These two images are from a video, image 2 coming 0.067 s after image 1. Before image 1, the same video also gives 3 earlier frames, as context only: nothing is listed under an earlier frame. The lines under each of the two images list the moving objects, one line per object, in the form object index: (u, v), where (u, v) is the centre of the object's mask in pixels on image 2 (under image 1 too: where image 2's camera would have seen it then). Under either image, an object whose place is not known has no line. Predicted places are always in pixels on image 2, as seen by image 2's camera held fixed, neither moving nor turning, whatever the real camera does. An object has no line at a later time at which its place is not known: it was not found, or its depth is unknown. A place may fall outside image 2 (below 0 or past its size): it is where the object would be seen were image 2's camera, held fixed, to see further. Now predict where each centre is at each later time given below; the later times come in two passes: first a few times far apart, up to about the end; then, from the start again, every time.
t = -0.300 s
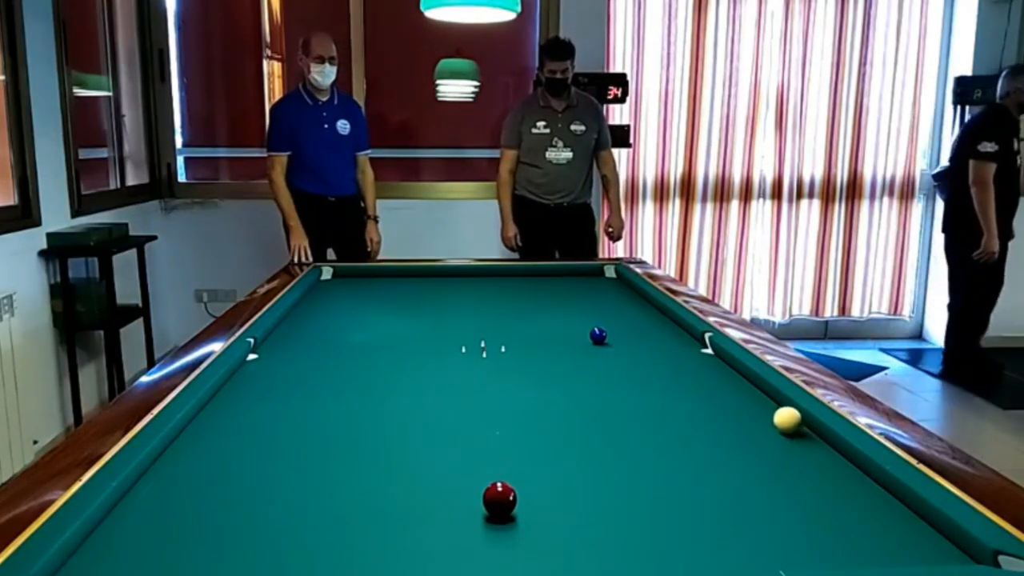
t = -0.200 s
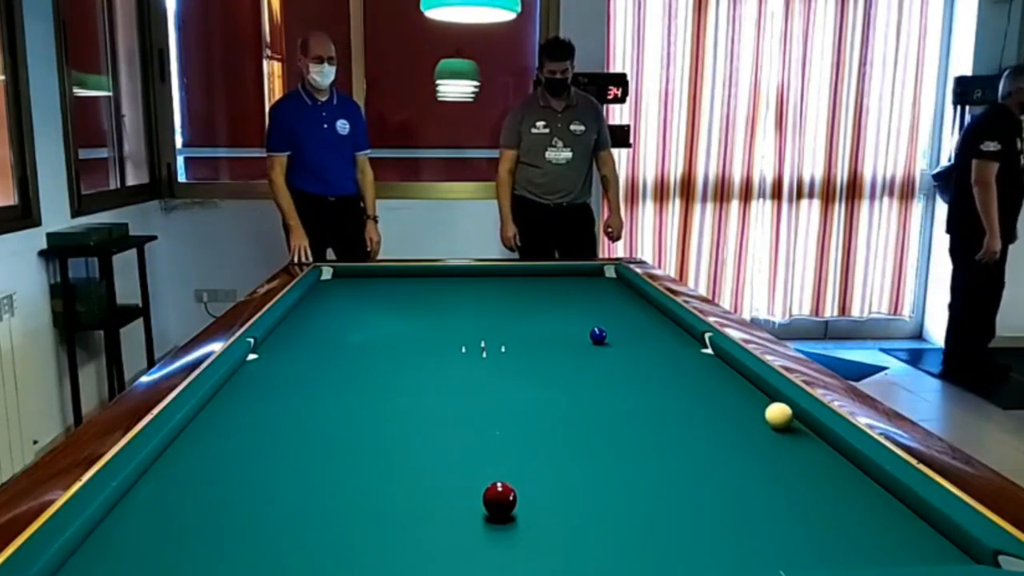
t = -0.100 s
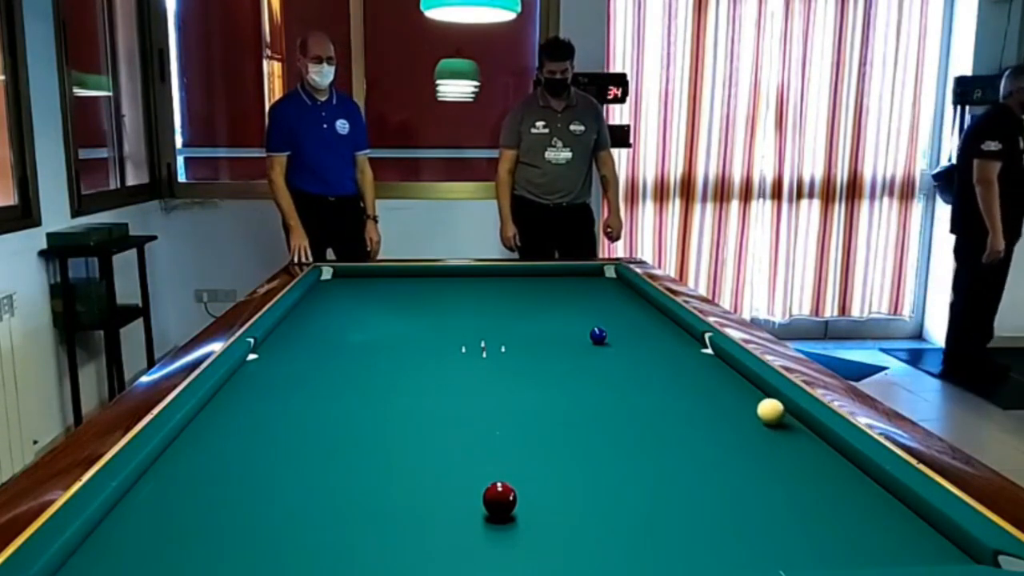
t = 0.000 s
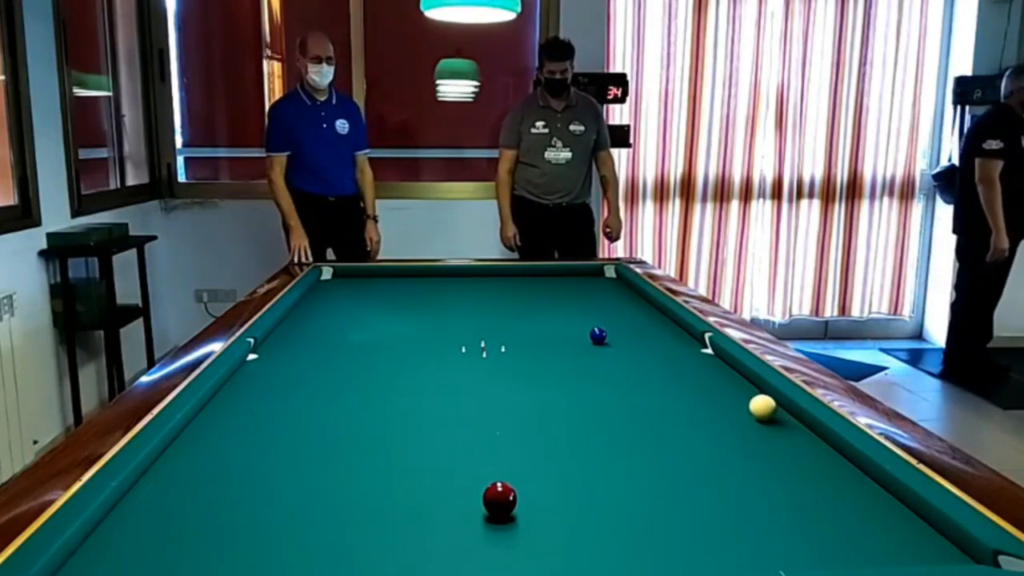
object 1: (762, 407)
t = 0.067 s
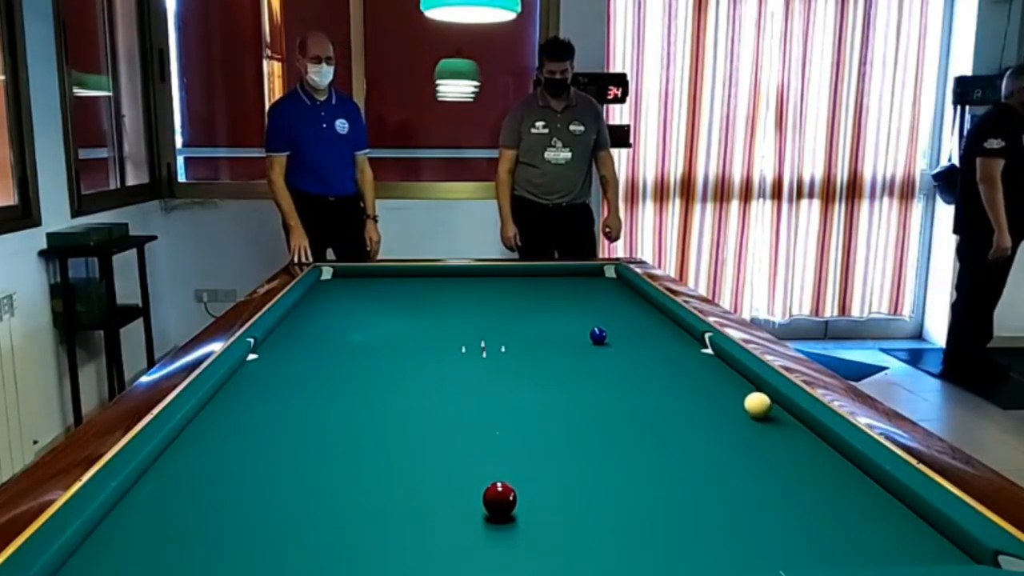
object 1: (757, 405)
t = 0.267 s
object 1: (742, 397)
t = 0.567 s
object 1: (723, 387)
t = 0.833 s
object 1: (707, 379)
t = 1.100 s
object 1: (693, 372)
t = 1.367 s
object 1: (681, 366)
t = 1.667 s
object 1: (669, 359)
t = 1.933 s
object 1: (658, 354)
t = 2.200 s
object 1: (649, 350)
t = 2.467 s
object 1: (640, 346)
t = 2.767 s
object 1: (631, 342)
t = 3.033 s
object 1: (625, 339)
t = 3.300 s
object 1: (618, 336)
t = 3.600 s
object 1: (613, 332)
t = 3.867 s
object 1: (610, 330)
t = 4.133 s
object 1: (608, 328)
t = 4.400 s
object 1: (605, 326)
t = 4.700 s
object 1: (603, 324)
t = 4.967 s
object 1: (600, 322)
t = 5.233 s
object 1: (599, 321)
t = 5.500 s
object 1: (597, 320)
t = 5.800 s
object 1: (596, 320)
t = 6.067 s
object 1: (595, 319)
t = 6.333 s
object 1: (595, 319)
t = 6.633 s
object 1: (595, 319)
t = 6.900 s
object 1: (595, 319)
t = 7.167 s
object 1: (594, 319)
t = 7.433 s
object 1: (594, 319)
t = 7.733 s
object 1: (594, 319)
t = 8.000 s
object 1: (594, 319)
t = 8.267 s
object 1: (594, 319)
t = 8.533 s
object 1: (594, 319)
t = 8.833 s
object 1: (594, 319)
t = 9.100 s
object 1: (594, 319)
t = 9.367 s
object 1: (594, 319)
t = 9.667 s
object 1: (594, 319)
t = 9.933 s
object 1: (594, 319)
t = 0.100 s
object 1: (754, 403)
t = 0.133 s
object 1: (752, 402)
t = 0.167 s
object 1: (750, 401)
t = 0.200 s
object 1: (747, 399)
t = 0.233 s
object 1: (744, 398)
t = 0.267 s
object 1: (742, 397)
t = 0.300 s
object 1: (740, 396)
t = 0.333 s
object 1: (738, 395)
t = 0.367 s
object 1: (736, 394)
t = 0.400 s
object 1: (733, 392)
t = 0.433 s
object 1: (731, 391)
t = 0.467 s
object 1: (729, 390)
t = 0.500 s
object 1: (727, 389)
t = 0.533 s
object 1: (725, 388)
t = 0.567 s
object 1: (723, 387)
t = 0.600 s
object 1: (721, 386)
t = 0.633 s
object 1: (719, 385)
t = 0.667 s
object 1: (717, 384)
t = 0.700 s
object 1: (715, 383)
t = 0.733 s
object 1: (713, 382)
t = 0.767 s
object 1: (711, 381)
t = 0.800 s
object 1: (709, 380)
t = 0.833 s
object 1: (707, 379)
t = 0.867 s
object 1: (706, 378)
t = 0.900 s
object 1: (704, 377)
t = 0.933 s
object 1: (702, 376)
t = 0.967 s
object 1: (700, 376)
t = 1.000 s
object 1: (698, 375)
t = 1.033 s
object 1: (697, 374)
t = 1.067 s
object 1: (695, 373)
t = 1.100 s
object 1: (693, 372)
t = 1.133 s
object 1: (692, 371)
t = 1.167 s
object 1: (690, 370)
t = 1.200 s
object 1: (689, 370)
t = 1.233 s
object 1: (687, 369)
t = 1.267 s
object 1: (686, 368)
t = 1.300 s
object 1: (684, 367)
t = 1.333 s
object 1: (683, 366)
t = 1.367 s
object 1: (681, 366)
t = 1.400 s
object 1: (680, 365)
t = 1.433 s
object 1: (678, 364)
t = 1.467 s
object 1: (677, 364)
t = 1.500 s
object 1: (675, 363)
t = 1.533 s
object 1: (674, 362)
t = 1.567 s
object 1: (673, 361)
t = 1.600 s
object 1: (671, 361)
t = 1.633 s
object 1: (670, 360)
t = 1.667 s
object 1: (669, 359)
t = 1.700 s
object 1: (667, 358)
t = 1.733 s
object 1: (666, 358)
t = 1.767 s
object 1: (665, 358)
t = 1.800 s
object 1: (663, 357)
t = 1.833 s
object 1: (662, 356)
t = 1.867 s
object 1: (661, 355)
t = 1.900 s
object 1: (659, 355)
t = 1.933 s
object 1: (658, 354)
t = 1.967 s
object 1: (657, 354)
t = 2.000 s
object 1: (656, 353)
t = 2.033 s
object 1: (655, 353)
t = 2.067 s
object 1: (653, 352)
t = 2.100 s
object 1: (652, 352)
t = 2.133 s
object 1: (651, 351)
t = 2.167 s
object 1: (650, 351)
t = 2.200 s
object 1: (649, 350)
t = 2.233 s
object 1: (648, 350)
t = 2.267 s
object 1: (647, 349)
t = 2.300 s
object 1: (645, 348)
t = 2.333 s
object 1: (644, 348)
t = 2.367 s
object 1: (643, 347)
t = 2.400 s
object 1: (642, 347)
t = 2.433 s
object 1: (641, 346)
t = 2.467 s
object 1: (640, 346)
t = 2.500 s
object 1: (639, 345)
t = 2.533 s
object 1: (638, 345)
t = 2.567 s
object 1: (637, 344)
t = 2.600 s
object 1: (636, 344)
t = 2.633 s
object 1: (635, 343)
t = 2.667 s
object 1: (634, 343)
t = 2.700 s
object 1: (634, 342)
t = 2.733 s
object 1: (633, 342)
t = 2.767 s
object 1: (631, 342)
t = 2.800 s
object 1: (631, 341)
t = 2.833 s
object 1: (630, 341)
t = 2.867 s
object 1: (629, 340)
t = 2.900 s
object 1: (628, 340)
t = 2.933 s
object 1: (627, 340)
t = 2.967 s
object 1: (626, 339)
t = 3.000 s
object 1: (626, 339)
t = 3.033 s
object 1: (625, 339)
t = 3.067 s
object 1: (624, 338)
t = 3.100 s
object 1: (623, 338)
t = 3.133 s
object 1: (622, 337)
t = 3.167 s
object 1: (621, 337)
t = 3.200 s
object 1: (621, 337)
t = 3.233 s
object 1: (620, 336)
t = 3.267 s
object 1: (619, 336)
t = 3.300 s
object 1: (618, 336)
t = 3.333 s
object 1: (618, 335)
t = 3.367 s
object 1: (617, 335)
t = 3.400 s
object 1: (616, 334)
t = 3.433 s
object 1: (616, 334)
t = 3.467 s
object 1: (615, 333)
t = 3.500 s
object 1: (615, 333)
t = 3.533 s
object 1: (614, 333)
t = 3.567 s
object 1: (614, 333)
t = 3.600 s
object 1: (613, 332)
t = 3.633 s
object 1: (613, 332)
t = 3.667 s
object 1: (612, 332)
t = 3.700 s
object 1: (612, 331)
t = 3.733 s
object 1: (612, 331)
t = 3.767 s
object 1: (611, 331)
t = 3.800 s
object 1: (611, 330)
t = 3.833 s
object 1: (611, 330)
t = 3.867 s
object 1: (610, 330)
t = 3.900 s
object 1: (610, 330)
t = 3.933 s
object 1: (610, 330)
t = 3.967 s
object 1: (609, 329)
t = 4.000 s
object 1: (609, 329)
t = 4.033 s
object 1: (609, 329)
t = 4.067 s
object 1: (608, 328)
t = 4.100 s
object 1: (608, 328)
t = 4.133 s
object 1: (608, 328)
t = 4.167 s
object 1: (607, 328)
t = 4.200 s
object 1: (607, 328)
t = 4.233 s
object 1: (607, 327)
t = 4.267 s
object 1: (607, 327)
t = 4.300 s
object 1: (606, 327)
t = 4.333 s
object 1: (606, 326)
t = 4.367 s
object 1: (606, 326)
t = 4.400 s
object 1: (605, 326)
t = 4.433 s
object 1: (605, 326)
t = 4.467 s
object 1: (605, 325)
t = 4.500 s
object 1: (605, 325)
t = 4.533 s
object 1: (604, 325)
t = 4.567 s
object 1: (604, 325)
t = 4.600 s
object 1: (604, 325)
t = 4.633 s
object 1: (603, 324)
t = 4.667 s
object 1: (603, 324)
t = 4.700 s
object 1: (603, 324)
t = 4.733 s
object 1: (603, 324)
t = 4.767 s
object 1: (602, 324)
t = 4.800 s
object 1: (602, 323)
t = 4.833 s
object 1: (602, 323)
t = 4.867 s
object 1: (601, 323)
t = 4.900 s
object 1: (601, 323)
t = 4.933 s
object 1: (601, 323)
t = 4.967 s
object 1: (600, 322)
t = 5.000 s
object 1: (600, 322)
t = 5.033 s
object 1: (600, 322)
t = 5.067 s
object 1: (600, 322)
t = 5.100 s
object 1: (600, 322)
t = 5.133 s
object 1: (599, 322)
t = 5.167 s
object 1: (599, 322)
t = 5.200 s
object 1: (599, 321)
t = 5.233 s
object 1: (599, 321)
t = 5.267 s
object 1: (598, 321)
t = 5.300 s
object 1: (598, 321)
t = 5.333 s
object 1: (598, 321)
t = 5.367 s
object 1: (598, 321)
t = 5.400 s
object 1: (597, 321)
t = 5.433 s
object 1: (597, 321)
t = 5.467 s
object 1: (597, 321)
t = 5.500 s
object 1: (597, 320)
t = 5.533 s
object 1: (597, 320)
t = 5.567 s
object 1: (597, 320)
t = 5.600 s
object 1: (596, 320)
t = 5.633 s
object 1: (596, 320)
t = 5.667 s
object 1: (596, 320)
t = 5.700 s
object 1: (596, 320)
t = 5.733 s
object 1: (596, 320)
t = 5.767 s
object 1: (596, 320)
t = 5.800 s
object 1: (596, 320)
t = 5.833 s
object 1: (595, 320)
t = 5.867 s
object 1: (595, 320)
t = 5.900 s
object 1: (595, 320)
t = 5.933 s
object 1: (595, 320)
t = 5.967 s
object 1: (595, 320)
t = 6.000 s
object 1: (595, 320)
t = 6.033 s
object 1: (595, 319)
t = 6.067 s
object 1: (595, 319)
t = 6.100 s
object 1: (595, 319)
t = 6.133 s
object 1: (595, 319)
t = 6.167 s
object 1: (595, 319)
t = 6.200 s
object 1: (595, 319)
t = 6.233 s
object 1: (595, 319)
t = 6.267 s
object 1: (595, 319)
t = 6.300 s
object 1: (595, 319)
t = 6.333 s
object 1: (595, 319)
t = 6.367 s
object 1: (595, 319)
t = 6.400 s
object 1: (595, 319)
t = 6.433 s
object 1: (595, 319)
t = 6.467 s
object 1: (595, 319)
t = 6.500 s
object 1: (595, 319)
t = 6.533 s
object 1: (595, 319)
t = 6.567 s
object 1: (595, 319)
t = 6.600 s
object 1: (595, 319)
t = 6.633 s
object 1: (595, 319)
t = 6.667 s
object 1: (595, 319)
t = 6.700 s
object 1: (595, 319)
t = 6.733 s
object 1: (595, 319)
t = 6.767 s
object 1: (595, 319)
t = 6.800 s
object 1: (595, 319)
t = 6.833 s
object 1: (595, 319)
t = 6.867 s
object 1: (595, 319)
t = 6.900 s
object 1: (595, 319)
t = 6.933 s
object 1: (595, 319)
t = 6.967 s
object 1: (594, 319)
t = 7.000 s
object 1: (594, 319)
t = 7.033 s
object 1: (594, 319)
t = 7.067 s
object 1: (594, 319)
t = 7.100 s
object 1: (594, 319)
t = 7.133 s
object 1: (594, 319)
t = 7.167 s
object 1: (594, 319)
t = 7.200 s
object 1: (594, 319)
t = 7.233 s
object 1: (594, 319)
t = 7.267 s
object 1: (594, 319)
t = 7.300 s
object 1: (594, 319)
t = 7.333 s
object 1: (594, 319)
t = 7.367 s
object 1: (594, 319)
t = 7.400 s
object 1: (594, 319)
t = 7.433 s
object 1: (594, 319)
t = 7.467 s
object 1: (594, 319)
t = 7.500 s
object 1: (594, 319)
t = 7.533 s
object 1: (594, 319)
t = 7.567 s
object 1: (594, 319)
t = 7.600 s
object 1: (594, 319)
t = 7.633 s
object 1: (594, 319)
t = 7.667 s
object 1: (594, 319)
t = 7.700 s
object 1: (594, 319)
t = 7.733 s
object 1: (594, 319)
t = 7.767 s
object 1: (594, 319)
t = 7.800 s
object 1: (594, 319)
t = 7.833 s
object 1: (594, 319)
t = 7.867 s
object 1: (594, 319)
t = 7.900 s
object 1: (594, 319)
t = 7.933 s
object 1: (594, 319)
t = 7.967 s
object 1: (594, 319)
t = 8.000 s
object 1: (594, 319)
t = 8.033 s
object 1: (594, 319)
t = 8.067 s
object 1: (594, 319)
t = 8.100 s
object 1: (594, 319)
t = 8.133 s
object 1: (594, 319)
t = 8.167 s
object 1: (594, 319)
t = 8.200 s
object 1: (594, 319)
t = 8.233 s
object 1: (594, 319)
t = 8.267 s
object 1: (594, 319)
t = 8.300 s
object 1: (594, 319)
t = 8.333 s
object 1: (594, 319)
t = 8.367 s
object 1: (594, 319)
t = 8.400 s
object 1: (594, 319)
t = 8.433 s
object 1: (594, 319)
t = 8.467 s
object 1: (594, 319)
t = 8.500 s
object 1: (594, 319)
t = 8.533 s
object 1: (594, 319)
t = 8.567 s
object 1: (594, 319)
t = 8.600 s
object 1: (594, 319)
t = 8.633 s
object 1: (594, 319)
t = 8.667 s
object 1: (594, 319)
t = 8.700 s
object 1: (594, 319)
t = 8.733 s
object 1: (595, 319)
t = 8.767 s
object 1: (594, 319)
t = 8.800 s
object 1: (594, 319)
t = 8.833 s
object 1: (594, 319)
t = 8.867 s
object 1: (594, 319)
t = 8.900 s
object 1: (594, 319)
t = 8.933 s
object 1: (594, 319)
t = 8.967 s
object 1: (594, 319)
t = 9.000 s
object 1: (594, 319)
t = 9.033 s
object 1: (594, 319)
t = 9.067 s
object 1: (594, 319)
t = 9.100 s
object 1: (594, 319)
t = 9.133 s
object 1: (594, 319)
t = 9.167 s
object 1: (594, 319)
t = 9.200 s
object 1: (594, 319)
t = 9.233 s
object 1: (594, 319)
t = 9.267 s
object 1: (594, 319)
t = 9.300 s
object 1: (594, 319)
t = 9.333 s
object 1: (594, 319)
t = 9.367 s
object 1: (594, 319)
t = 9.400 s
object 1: (594, 319)
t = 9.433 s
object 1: (594, 319)
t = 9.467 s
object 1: (594, 319)
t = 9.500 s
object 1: (594, 319)
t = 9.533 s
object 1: (594, 319)
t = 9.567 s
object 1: (594, 319)
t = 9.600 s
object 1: (594, 319)
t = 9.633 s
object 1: (594, 319)
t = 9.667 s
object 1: (594, 319)
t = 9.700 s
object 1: (594, 319)
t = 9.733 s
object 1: (594, 319)
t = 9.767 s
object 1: (594, 319)
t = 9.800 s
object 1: (594, 319)
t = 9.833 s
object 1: (594, 319)
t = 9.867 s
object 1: (594, 319)
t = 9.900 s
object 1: (594, 319)
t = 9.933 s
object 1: (594, 319)
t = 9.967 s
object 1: (594, 319)
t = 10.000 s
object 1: (594, 319)
